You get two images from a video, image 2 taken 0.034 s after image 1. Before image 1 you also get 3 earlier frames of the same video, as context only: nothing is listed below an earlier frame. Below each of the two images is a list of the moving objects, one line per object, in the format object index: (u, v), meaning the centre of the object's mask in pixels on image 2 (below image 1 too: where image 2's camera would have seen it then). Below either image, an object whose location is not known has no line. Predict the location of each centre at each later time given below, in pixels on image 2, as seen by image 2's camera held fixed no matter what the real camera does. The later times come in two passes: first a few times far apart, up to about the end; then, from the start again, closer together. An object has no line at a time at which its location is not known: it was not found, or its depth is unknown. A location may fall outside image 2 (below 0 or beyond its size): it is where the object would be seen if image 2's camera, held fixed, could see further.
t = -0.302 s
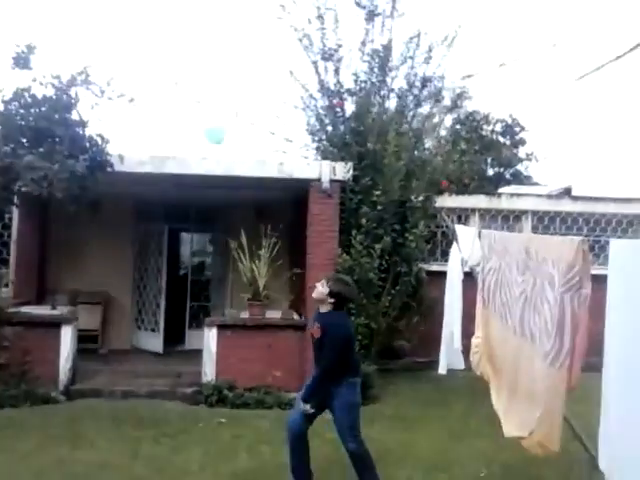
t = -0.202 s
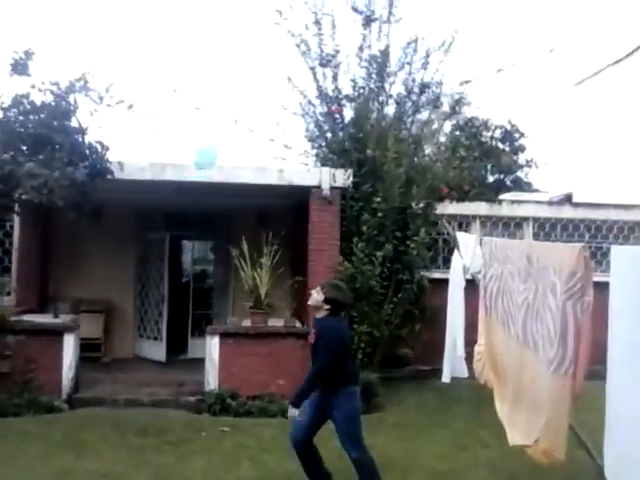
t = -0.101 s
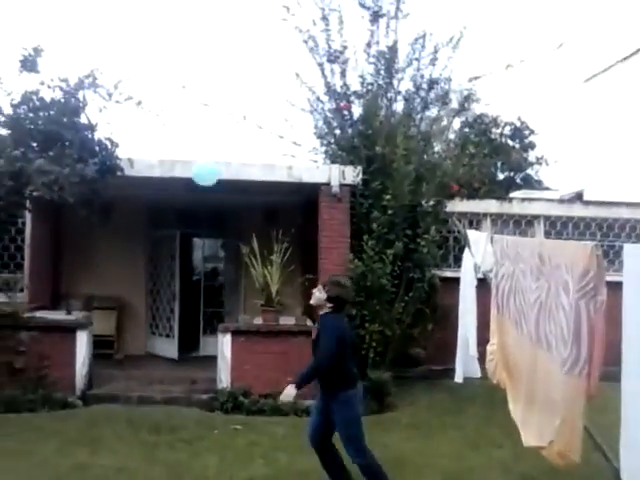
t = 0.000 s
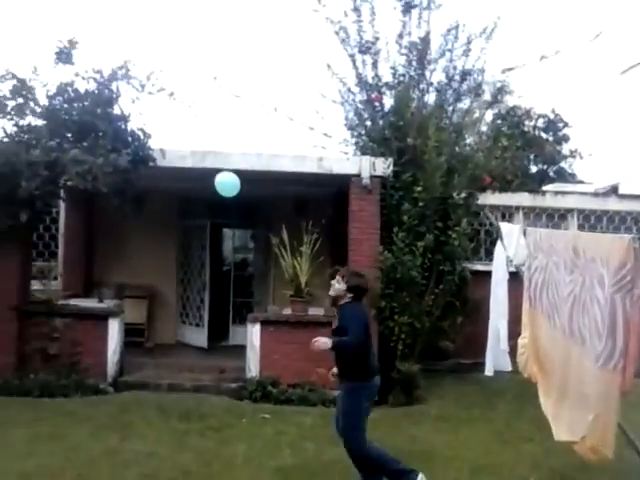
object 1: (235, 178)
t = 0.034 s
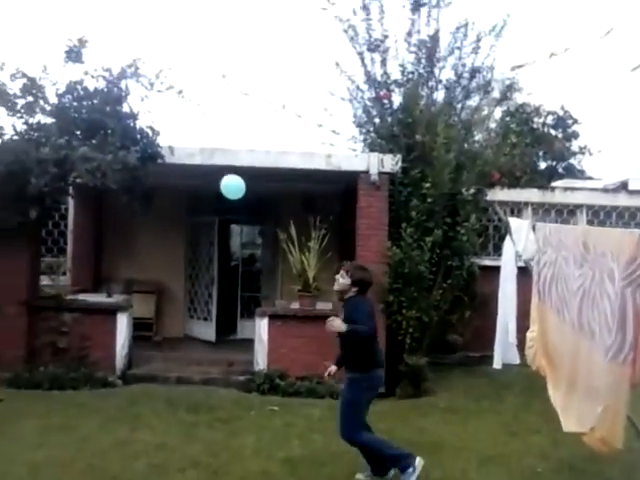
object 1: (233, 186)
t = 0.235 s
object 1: (220, 221)
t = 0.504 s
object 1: (209, 263)
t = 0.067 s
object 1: (230, 193)
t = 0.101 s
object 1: (226, 198)
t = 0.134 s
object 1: (224, 205)
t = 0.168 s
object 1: (224, 210)
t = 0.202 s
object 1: (222, 215)
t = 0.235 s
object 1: (220, 221)
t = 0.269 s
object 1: (219, 227)
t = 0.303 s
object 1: (217, 230)
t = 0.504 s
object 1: (209, 263)
